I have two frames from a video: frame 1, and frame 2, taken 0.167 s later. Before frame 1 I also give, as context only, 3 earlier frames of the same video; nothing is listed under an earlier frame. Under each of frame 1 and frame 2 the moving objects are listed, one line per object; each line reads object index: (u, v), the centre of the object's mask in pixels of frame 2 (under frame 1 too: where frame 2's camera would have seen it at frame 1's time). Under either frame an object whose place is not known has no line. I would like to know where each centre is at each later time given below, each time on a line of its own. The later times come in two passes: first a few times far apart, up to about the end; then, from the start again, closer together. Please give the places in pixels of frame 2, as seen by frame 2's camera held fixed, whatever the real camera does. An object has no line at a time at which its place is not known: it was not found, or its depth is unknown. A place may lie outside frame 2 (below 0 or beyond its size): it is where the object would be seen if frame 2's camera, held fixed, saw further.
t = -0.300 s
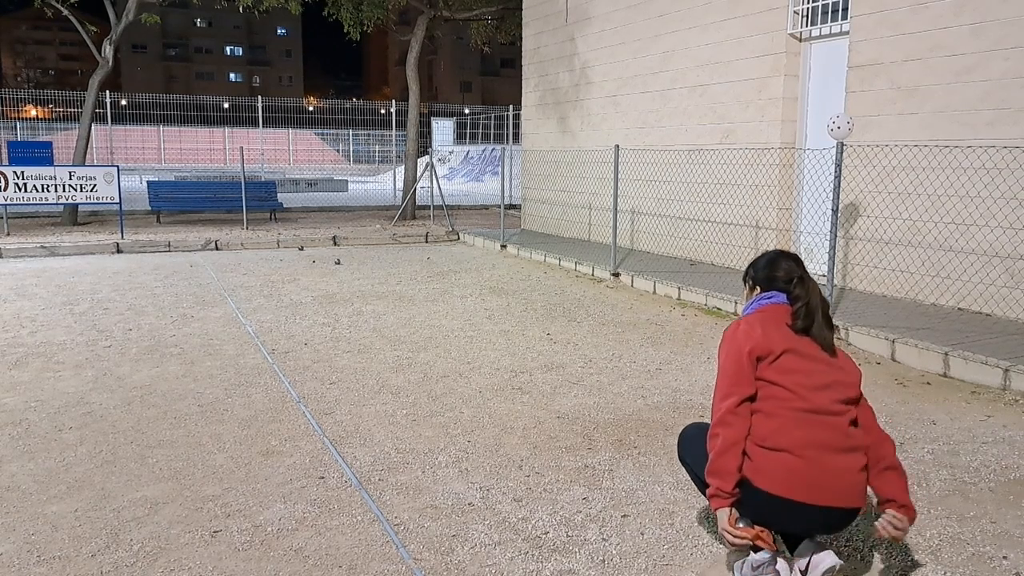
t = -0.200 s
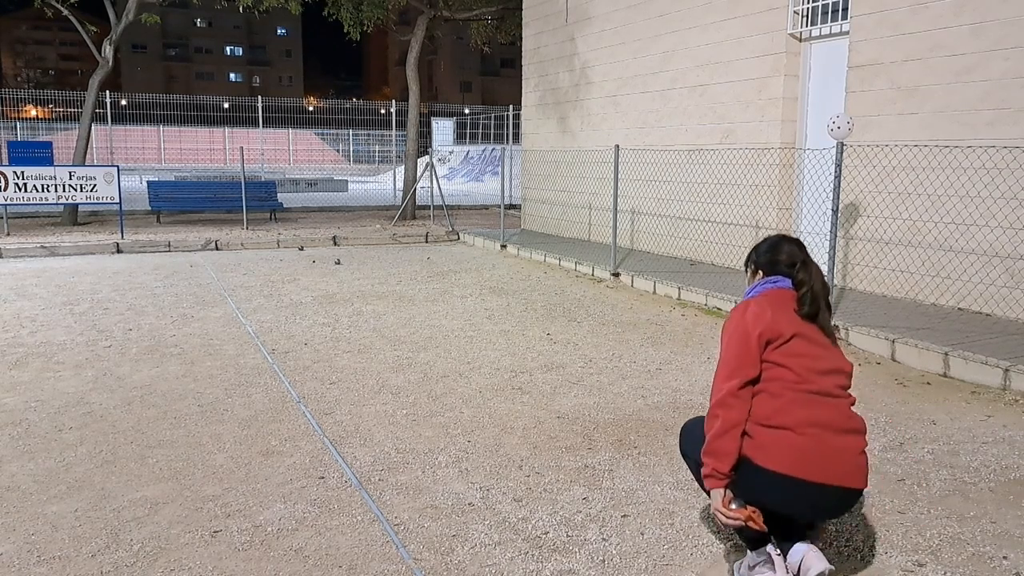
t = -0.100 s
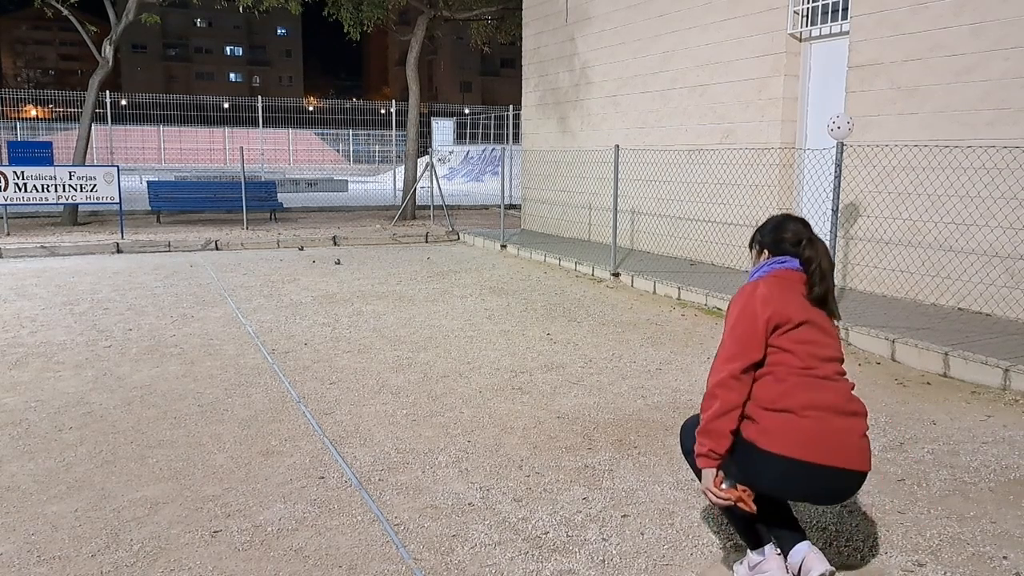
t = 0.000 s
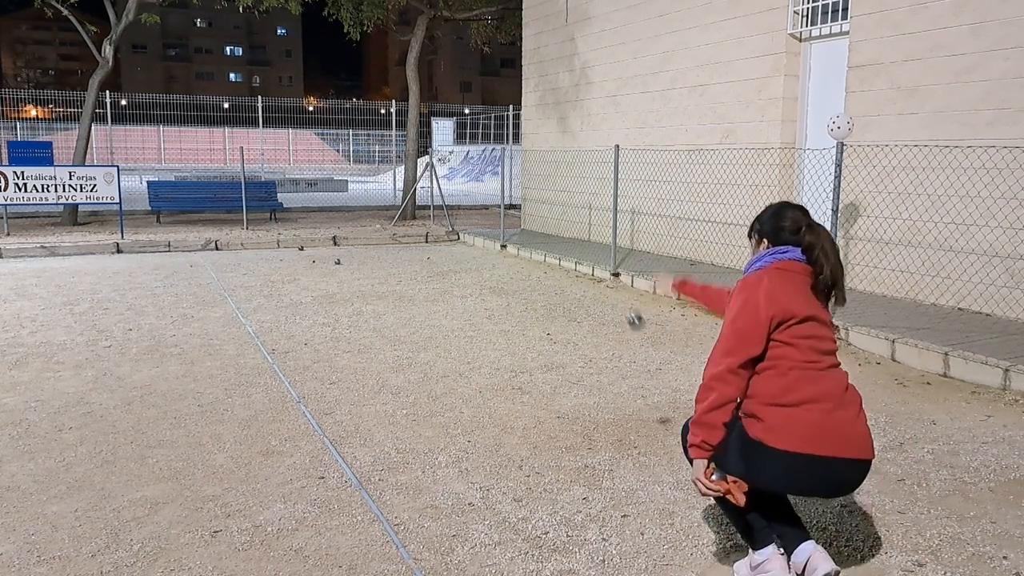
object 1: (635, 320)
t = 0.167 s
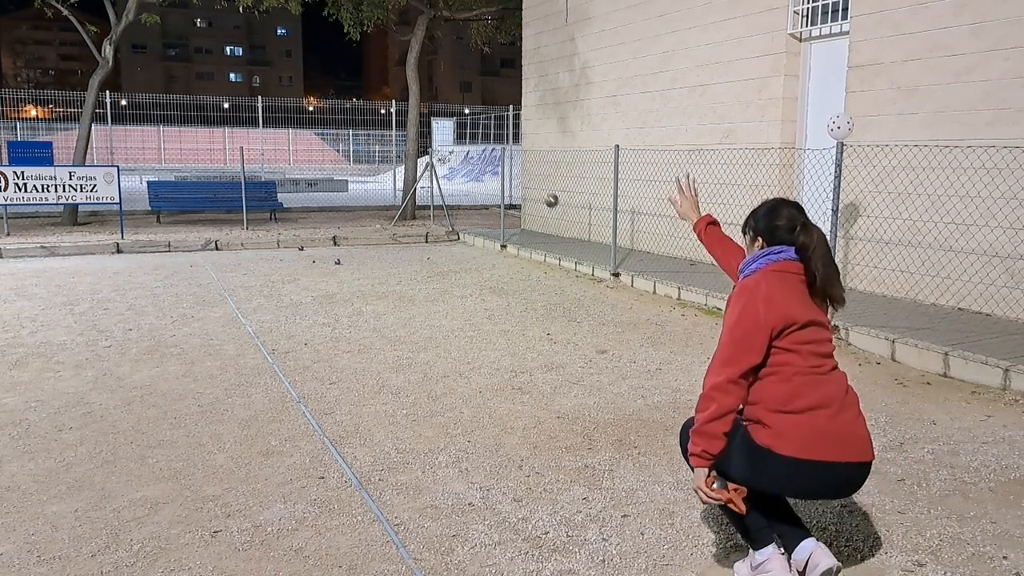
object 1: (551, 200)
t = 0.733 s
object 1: (398, 238)
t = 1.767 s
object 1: (323, 276)
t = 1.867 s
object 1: (320, 274)
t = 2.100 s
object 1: (317, 271)
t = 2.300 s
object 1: (316, 268)
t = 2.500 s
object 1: (317, 266)
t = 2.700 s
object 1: (319, 264)
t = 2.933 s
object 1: (320, 262)
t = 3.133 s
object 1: (320, 261)
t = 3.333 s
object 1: (320, 261)
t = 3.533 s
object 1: (320, 260)
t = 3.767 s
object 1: (320, 260)
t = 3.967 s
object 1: (320, 260)
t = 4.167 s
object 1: (320, 260)
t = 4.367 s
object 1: (320, 260)
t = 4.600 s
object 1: (320, 260)
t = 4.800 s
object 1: (320, 260)
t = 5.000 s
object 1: (320, 260)
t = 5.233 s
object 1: (320, 260)
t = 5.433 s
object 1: (320, 260)
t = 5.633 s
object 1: (321, 260)
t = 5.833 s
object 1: (320, 260)
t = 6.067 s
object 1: (321, 260)
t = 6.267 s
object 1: (321, 261)
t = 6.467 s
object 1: (321, 260)
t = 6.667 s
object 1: (321, 260)
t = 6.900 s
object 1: (321, 260)
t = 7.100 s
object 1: (321, 260)
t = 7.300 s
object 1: (320, 260)
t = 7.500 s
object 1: (320, 260)
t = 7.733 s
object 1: (321, 260)
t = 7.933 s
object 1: (321, 261)
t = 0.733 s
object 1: (398, 238)
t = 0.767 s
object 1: (394, 252)
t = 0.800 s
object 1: (389, 266)
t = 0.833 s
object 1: (384, 282)
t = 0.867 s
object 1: (379, 296)
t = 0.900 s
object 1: (375, 304)
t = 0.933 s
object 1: (373, 298)
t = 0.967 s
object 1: (369, 295)
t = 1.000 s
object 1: (366, 293)
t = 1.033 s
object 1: (363, 292)
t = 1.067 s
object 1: (361, 292)
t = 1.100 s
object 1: (358, 293)
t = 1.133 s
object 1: (355, 293)
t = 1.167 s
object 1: (353, 291)
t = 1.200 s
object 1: (351, 291)
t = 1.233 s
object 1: (348, 289)
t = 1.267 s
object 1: (346, 288)
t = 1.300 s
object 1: (345, 288)
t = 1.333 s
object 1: (343, 287)
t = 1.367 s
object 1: (340, 286)
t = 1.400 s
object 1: (339, 285)
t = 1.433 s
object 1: (337, 284)
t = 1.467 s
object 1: (336, 283)
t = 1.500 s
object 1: (335, 282)
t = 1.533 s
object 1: (334, 282)
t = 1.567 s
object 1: (332, 281)
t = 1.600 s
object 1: (331, 280)
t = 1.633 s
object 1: (328, 279)
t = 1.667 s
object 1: (327, 278)
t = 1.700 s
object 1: (326, 277)
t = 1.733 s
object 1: (325, 276)
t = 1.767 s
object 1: (323, 276)
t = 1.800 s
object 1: (322, 275)
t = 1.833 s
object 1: (321, 275)
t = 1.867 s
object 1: (320, 274)
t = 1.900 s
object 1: (320, 274)
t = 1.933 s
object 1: (319, 273)
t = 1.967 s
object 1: (318, 273)
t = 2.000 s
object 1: (318, 272)
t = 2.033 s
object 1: (317, 272)
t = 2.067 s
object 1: (317, 271)
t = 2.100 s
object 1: (317, 271)
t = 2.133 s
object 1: (317, 270)
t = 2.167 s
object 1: (316, 270)
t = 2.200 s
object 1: (316, 269)
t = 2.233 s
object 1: (316, 269)
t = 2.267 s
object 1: (316, 268)
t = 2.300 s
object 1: (316, 268)
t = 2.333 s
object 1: (316, 268)
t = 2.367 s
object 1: (316, 267)
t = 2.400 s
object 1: (316, 267)
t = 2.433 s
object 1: (316, 267)
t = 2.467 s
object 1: (317, 266)
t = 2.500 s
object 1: (317, 266)
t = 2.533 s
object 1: (318, 266)
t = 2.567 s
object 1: (318, 265)
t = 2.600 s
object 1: (318, 265)
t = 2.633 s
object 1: (318, 265)
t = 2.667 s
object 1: (319, 265)
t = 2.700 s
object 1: (319, 264)
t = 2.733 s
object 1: (319, 264)
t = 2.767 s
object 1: (319, 263)
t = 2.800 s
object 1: (319, 263)
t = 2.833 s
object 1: (319, 263)
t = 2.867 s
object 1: (319, 263)
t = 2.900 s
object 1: (320, 263)
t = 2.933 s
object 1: (320, 262)
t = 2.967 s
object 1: (320, 262)
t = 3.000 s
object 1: (320, 262)
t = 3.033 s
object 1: (320, 262)
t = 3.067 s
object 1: (319, 261)
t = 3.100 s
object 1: (320, 261)
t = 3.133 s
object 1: (320, 261)
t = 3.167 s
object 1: (320, 261)
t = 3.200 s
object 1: (320, 261)
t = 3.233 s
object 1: (320, 261)
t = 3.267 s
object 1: (320, 261)
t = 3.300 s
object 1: (320, 261)
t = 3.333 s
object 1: (320, 261)
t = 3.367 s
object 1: (320, 261)
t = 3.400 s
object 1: (320, 261)
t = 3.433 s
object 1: (320, 261)
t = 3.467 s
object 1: (320, 261)
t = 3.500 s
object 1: (320, 260)
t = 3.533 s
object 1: (320, 260)
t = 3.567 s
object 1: (320, 260)
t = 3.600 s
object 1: (320, 260)
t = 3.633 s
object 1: (320, 260)
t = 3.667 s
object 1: (320, 260)
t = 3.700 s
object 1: (320, 260)
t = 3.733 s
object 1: (320, 260)
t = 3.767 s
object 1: (320, 260)
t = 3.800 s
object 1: (320, 260)
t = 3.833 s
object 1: (320, 260)
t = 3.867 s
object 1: (320, 260)
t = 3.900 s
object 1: (320, 260)
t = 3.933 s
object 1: (320, 260)
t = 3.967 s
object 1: (320, 260)
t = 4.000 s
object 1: (320, 260)
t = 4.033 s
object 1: (320, 260)
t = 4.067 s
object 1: (320, 260)
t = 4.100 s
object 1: (320, 260)
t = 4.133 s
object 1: (320, 260)
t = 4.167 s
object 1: (320, 260)
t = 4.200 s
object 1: (320, 260)
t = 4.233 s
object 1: (320, 260)
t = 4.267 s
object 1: (320, 261)
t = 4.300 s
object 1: (320, 260)
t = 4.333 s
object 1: (320, 260)
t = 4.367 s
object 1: (320, 260)
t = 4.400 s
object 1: (320, 260)
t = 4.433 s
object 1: (320, 260)
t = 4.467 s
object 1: (320, 260)
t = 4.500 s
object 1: (320, 260)
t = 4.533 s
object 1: (320, 260)
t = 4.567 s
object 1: (320, 260)
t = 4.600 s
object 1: (320, 260)
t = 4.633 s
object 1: (320, 260)
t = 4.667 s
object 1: (320, 260)
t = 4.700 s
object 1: (320, 260)
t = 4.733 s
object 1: (320, 260)
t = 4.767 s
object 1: (320, 260)
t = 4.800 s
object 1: (320, 260)
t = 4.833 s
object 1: (320, 260)
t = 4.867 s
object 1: (320, 260)
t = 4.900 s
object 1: (320, 260)
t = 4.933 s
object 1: (320, 260)
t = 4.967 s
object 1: (320, 260)
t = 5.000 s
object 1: (320, 260)
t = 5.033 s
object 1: (320, 260)
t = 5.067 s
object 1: (320, 260)
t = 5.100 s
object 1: (320, 260)
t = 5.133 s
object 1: (320, 260)
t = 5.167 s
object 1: (320, 260)
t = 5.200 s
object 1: (320, 260)
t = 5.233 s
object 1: (320, 260)
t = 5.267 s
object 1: (320, 260)
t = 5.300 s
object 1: (320, 260)
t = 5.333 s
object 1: (320, 260)
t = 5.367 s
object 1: (320, 260)
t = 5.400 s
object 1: (320, 260)
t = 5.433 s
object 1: (320, 260)
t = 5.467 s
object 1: (321, 260)
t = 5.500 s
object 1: (321, 260)
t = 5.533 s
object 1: (321, 260)
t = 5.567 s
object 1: (321, 260)
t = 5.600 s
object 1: (321, 260)
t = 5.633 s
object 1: (321, 260)
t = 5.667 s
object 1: (321, 260)
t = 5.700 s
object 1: (320, 260)
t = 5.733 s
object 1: (320, 260)
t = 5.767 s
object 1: (320, 260)
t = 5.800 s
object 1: (320, 260)
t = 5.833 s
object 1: (320, 260)
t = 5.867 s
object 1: (320, 260)
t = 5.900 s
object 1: (320, 260)
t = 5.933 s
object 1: (320, 260)
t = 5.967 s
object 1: (320, 261)
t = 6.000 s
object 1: (320, 260)
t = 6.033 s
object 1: (320, 260)
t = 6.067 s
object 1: (321, 260)
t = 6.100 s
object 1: (321, 260)
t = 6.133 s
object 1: (321, 261)
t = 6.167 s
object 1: (321, 260)
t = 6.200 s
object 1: (321, 261)
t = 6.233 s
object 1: (321, 261)
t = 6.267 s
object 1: (321, 261)
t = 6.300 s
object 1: (321, 261)
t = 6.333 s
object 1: (321, 261)
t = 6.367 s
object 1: (321, 260)
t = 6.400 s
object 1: (321, 260)
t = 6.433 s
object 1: (321, 260)
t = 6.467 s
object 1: (321, 260)
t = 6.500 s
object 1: (321, 260)
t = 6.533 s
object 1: (321, 260)
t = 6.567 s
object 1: (321, 260)
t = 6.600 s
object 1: (321, 260)
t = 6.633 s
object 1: (321, 260)
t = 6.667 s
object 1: (321, 260)
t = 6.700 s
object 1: (321, 260)
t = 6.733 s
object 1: (321, 260)
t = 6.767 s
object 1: (320, 260)
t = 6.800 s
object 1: (320, 260)
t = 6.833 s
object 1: (321, 260)
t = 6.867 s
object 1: (320, 260)
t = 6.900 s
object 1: (321, 260)
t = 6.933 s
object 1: (321, 260)
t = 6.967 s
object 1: (321, 260)
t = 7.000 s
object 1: (321, 261)
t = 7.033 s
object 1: (321, 260)
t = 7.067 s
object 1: (321, 260)
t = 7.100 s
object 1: (321, 260)
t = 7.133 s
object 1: (321, 260)
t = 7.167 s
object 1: (320, 260)
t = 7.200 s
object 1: (320, 260)
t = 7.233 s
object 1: (321, 260)
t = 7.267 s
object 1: (320, 260)
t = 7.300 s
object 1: (320, 260)
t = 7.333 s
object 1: (320, 260)
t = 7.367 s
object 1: (320, 260)
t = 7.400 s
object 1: (321, 260)
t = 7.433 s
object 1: (321, 260)
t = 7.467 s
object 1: (321, 260)
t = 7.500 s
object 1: (320, 260)
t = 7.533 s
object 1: (320, 260)
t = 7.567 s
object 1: (320, 260)
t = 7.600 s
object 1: (320, 260)
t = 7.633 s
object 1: (320, 260)
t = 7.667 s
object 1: (320, 261)
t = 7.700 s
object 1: (320, 261)
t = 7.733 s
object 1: (321, 260)
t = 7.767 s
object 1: (321, 261)
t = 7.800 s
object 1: (320, 261)
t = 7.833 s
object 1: (321, 261)
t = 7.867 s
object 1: (321, 261)
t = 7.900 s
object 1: (321, 261)
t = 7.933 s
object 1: (321, 261)
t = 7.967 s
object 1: (321, 261)
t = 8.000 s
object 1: (321, 261)
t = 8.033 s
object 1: (321, 261)
